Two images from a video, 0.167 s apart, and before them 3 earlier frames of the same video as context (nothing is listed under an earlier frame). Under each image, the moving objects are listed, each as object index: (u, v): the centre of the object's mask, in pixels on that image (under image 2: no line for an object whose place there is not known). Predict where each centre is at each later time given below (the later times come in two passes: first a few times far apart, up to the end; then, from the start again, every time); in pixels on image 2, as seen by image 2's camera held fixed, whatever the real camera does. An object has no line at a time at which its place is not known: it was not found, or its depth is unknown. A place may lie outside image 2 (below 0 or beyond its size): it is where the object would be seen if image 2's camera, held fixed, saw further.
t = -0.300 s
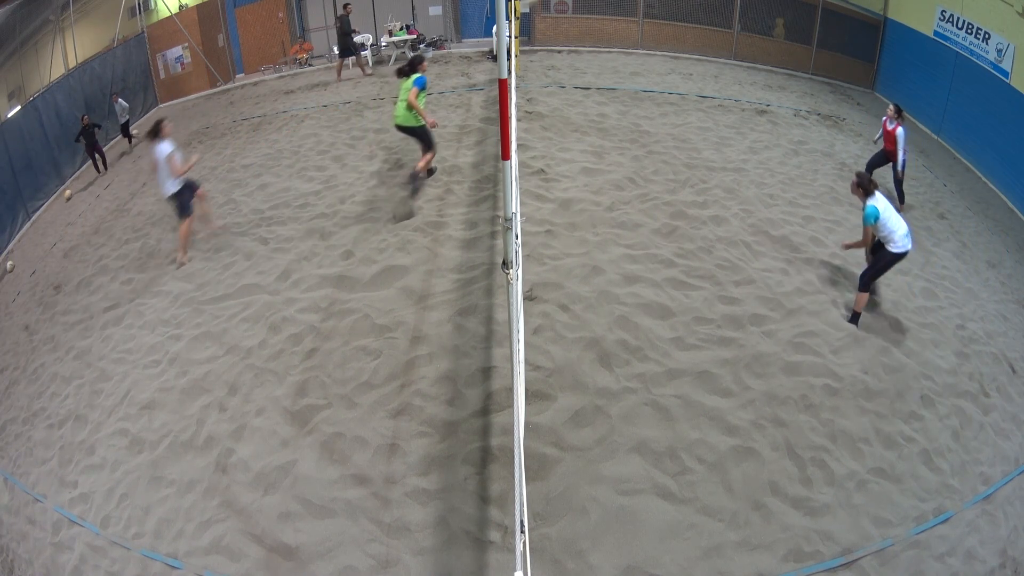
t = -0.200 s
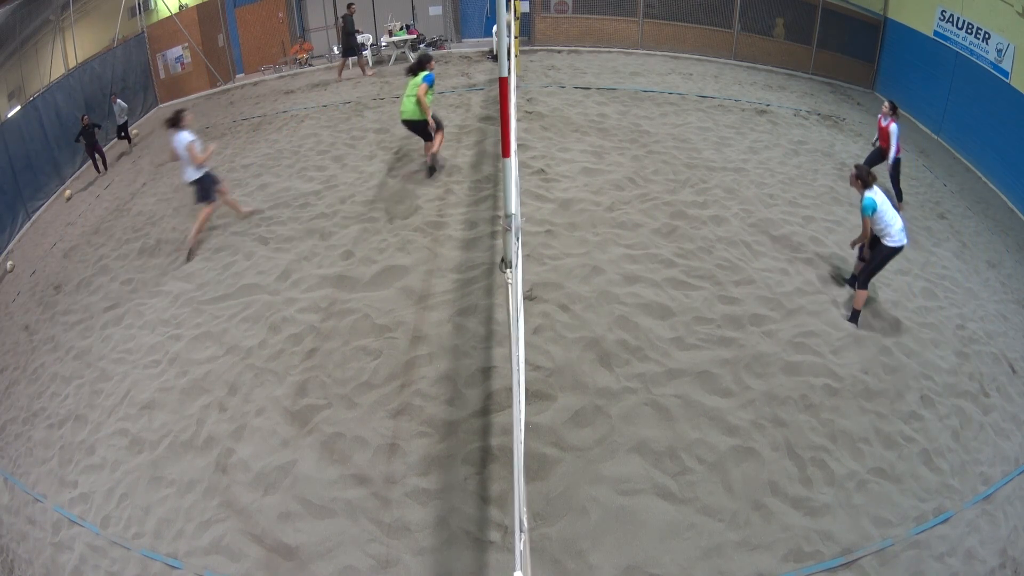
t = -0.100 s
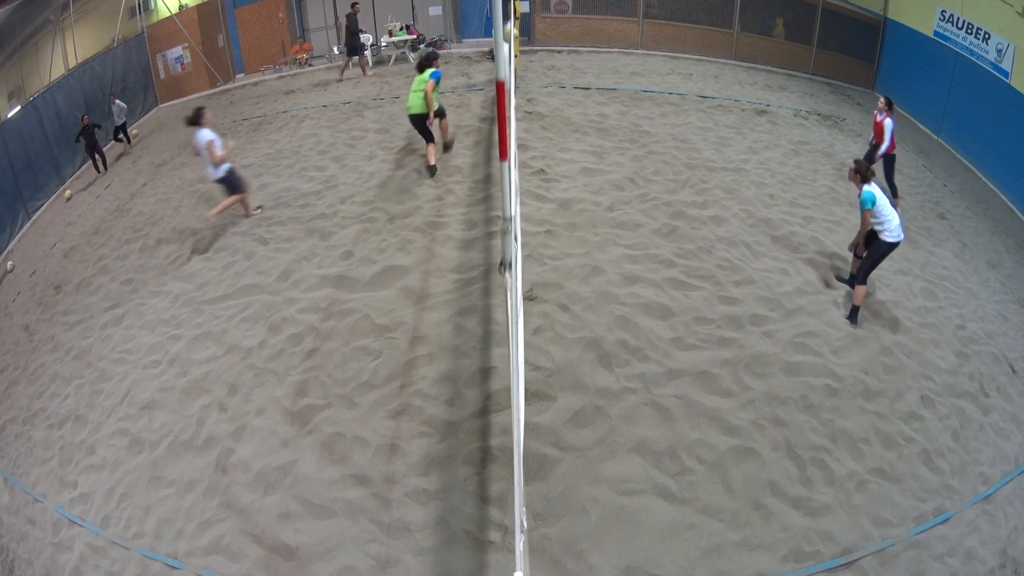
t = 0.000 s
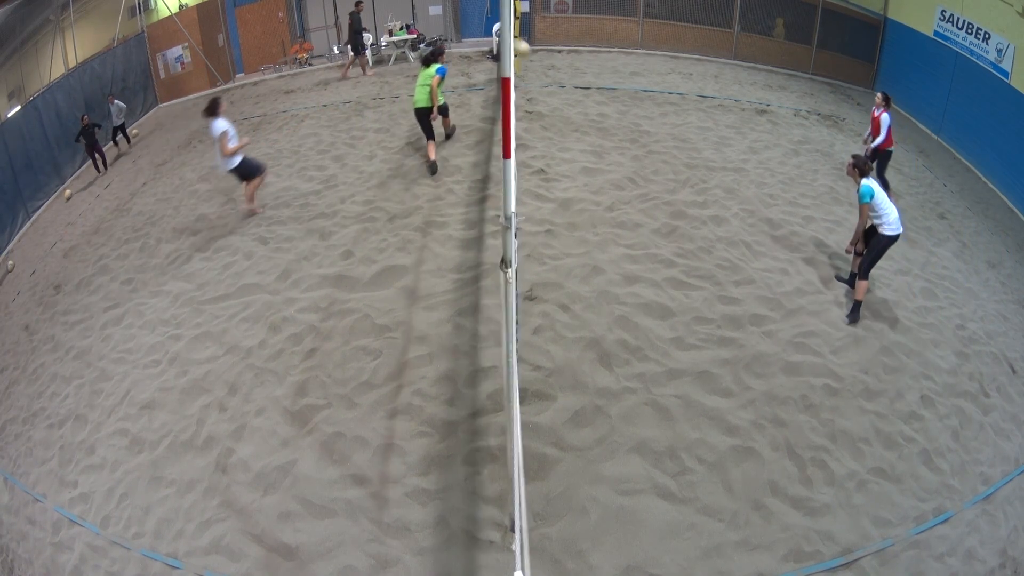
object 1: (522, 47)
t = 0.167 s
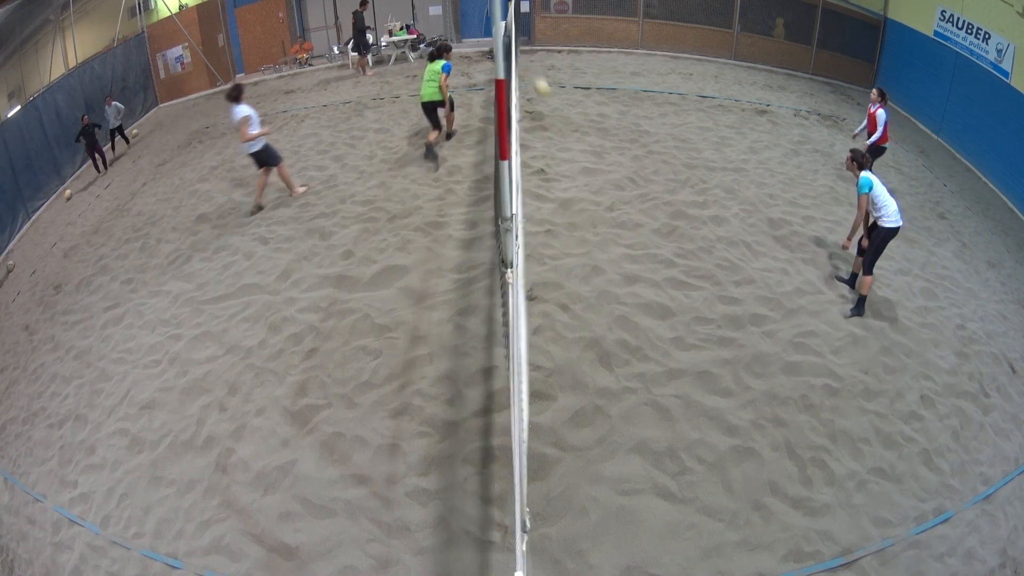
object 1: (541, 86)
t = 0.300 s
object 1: (558, 110)
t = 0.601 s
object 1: (598, 104)
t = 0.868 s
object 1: (629, 116)
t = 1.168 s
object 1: (660, 124)
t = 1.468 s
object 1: (684, 127)
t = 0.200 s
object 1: (545, 97)
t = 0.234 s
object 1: (548, 109)
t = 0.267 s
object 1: (552, 114)
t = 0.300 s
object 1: (558, 110)
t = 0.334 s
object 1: (562, 106)
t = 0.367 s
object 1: (567, 103)
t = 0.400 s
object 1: (571, 101)
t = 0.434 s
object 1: (576, 100)
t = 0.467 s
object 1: (580, 100)
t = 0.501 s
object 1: (585, 100)
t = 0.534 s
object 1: (589, 101)
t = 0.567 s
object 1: (594, 102)
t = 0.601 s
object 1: (598, 104)
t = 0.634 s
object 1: (602, 107)
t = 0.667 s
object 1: (606, 111)
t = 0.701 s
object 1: (610, 115)
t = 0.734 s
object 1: (614, 116)
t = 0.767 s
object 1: (618, 116)
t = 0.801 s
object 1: (622, 116)
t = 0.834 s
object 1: (626, 115)
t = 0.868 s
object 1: (629, 116)
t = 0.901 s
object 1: (633, 118)
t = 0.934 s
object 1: (637, 120)
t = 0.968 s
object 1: (639, 120)
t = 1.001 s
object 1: (643, 120)
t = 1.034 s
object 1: (646, 120)
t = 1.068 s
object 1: (650, 121)
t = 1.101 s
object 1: (653, 123)
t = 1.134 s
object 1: (656, 124)
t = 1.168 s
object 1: (660, 124)
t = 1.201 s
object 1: (663, 124)
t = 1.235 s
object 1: (665, 124)
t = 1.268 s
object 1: (668, 124)
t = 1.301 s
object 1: (671, 125)
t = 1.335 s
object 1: (674, 125)
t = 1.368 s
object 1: (676, 126)
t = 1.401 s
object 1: (679, 126)
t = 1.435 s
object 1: (682, 127)
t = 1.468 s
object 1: (684, 127)
